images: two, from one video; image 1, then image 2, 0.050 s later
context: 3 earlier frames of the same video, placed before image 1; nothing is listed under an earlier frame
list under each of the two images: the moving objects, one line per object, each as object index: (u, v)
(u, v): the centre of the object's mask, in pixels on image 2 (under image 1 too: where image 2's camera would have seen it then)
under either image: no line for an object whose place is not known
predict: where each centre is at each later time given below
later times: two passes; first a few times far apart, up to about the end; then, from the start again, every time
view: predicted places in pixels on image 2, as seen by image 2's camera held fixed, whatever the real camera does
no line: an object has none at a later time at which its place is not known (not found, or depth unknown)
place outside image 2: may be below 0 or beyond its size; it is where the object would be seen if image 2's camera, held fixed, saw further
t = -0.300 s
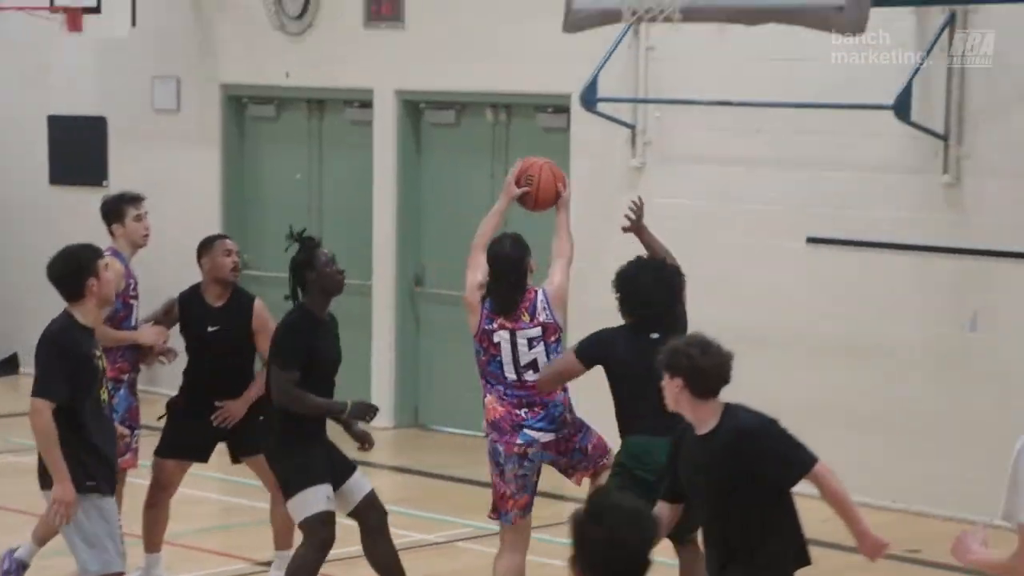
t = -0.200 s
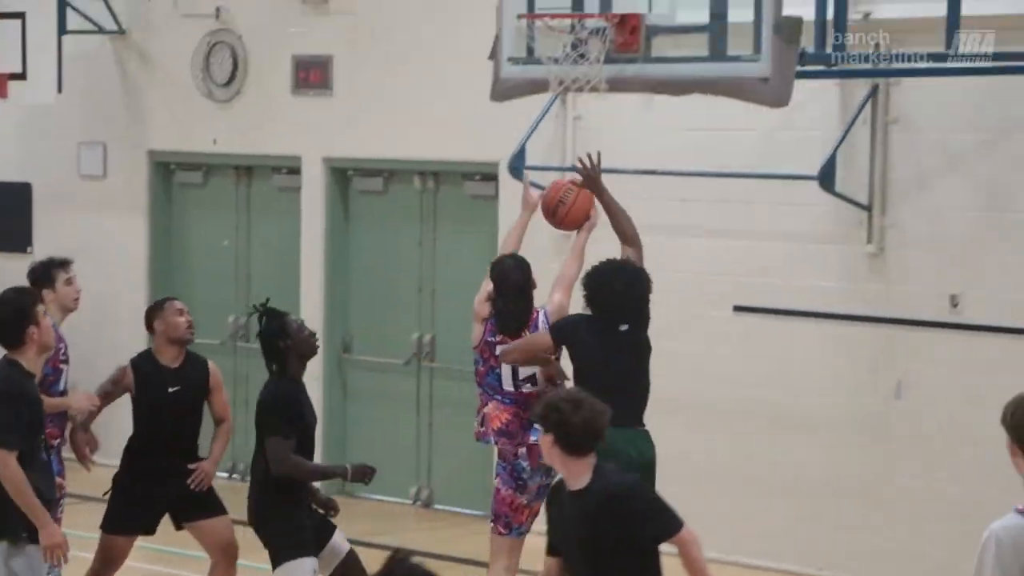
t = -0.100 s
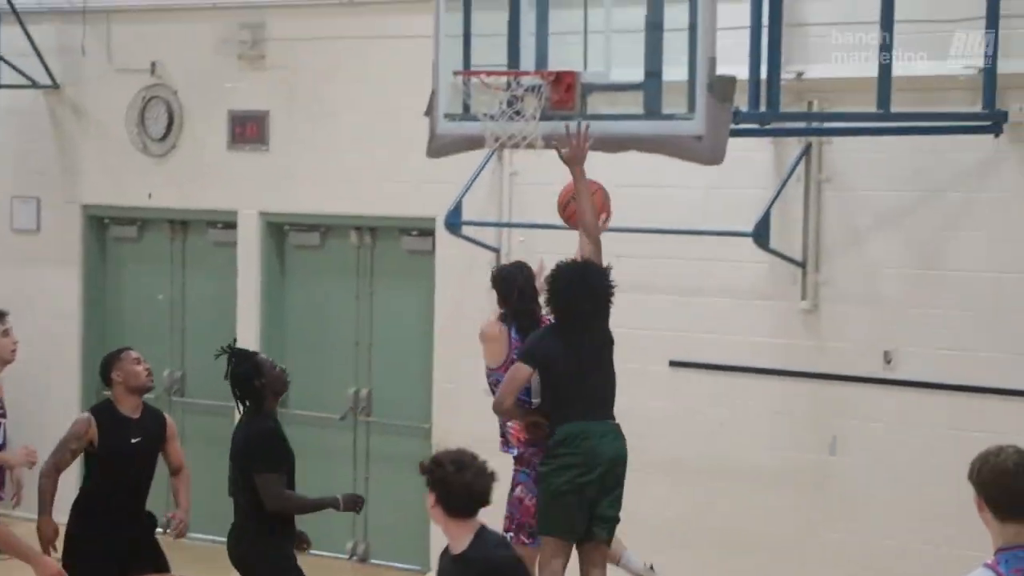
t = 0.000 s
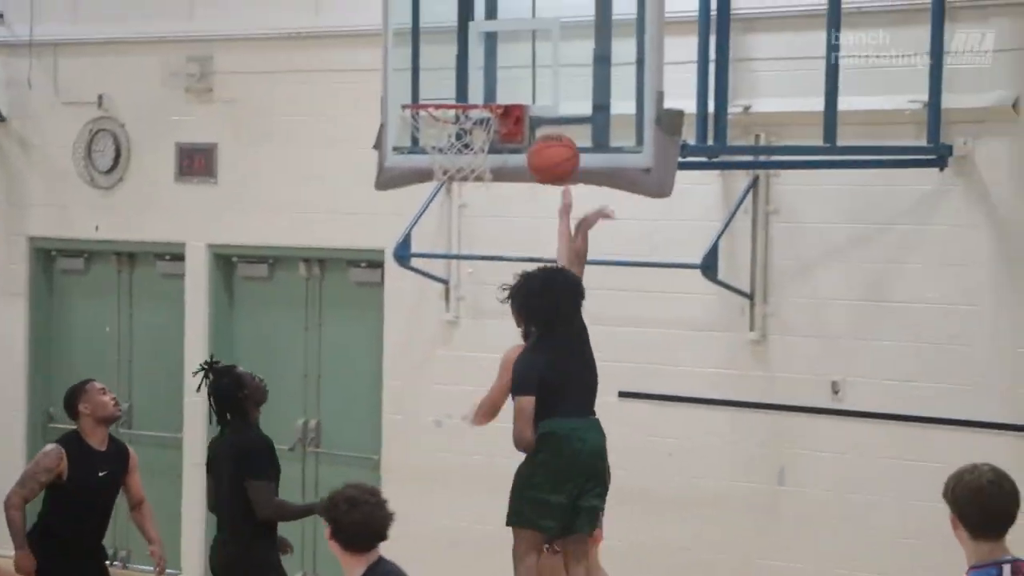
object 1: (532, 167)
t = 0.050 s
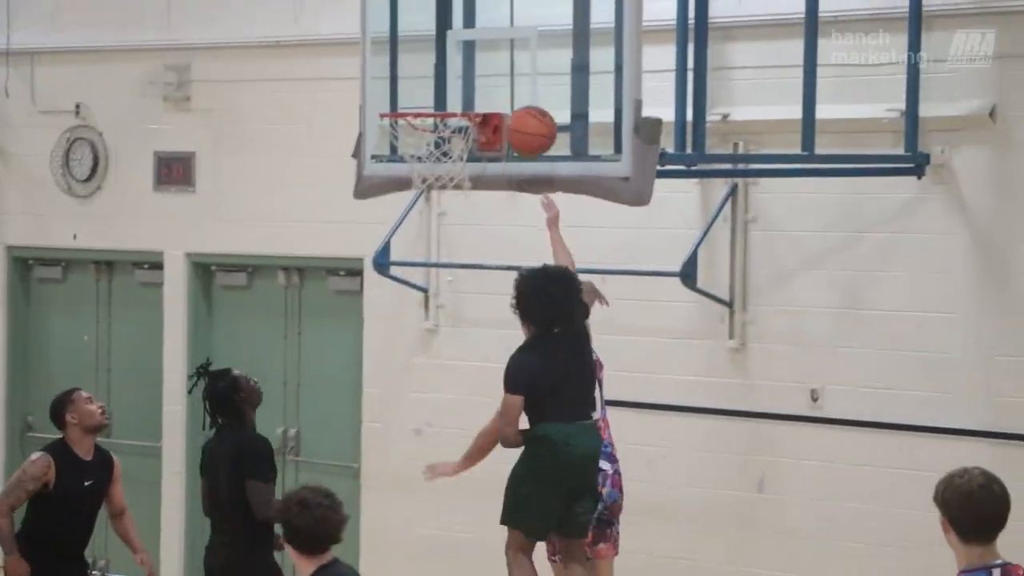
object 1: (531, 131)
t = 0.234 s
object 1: (518, 48)
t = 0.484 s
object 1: (442, 59)
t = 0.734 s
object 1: (449, 163)
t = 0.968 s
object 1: (496, 307)
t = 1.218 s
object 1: (525, 569)
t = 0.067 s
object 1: (530, 121)
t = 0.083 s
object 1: (530, 111)
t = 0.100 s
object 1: (529, 101)
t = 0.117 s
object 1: (528, 93)
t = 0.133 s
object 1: (528, 85)
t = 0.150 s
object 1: (527, 77)
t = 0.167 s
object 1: (526, 70)
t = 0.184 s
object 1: (525, 64)
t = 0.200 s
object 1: (524, 58)
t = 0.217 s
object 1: (523, 53)
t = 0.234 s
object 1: (518, 48)
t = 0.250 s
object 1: (513, 45)
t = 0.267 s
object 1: (508, 42)
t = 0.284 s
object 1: (503, 40)
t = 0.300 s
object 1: (498, 38)
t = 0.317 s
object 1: (493, 36)
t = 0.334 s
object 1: (488, 36)
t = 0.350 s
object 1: (482, 36)
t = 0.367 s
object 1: (477, 37)
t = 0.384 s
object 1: (472, 38)
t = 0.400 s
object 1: (467, 40)
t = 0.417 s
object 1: (462, 43)
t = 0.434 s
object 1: (457, 46)
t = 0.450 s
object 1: (452, 49)
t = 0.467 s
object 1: (447, 54)
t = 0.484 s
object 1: (442, 59)
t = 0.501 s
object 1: (437, 64)
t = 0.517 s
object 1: (432, 70)
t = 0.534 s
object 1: (427, 76)
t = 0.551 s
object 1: (422, 83)
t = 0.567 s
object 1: (417, 90)
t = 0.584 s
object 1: (412, 99)
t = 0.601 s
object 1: (407, 99)
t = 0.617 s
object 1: (410, 103)
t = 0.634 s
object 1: (415, 117)
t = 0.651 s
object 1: (420, 124)
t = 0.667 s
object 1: (425, 133)
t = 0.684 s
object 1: (432, 140)
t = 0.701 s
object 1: (438, 149)
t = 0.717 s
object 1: (442, 157)
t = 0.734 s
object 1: (449, 163)
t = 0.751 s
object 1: (452, 171)
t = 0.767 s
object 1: (457, 179)
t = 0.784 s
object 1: (460, 188)
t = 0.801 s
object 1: (463, 194)
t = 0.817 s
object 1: (467, 204)
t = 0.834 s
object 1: (470, 212)
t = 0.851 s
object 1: (473, 222)
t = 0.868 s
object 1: (477, 232)
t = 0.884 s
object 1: (480, 243)
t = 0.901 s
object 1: (483, 255)
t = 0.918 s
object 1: (487, 267)
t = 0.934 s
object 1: (490, 279)
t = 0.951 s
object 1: (493, 293)
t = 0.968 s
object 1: (496, 307)
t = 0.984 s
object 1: (499, 321)
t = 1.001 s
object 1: (502, 335)
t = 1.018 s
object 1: (505, 351)
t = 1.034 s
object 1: (507, 366)
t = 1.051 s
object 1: (510, 382)
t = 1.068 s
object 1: (512, 399)
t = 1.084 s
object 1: (515, 416)
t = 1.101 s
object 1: (517, 433)
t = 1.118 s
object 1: (519, 451)
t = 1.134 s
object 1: (520, 469)
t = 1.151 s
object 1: (521, 488)
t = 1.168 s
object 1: (522, 508)
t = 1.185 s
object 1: (523, 528)
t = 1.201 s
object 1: (524, 549)
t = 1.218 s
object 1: (525, 569)
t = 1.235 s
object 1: (526, 591)
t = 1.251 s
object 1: (527, 613)
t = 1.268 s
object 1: (528, 636)
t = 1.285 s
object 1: (529, 660)
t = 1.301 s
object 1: (530, 684)
